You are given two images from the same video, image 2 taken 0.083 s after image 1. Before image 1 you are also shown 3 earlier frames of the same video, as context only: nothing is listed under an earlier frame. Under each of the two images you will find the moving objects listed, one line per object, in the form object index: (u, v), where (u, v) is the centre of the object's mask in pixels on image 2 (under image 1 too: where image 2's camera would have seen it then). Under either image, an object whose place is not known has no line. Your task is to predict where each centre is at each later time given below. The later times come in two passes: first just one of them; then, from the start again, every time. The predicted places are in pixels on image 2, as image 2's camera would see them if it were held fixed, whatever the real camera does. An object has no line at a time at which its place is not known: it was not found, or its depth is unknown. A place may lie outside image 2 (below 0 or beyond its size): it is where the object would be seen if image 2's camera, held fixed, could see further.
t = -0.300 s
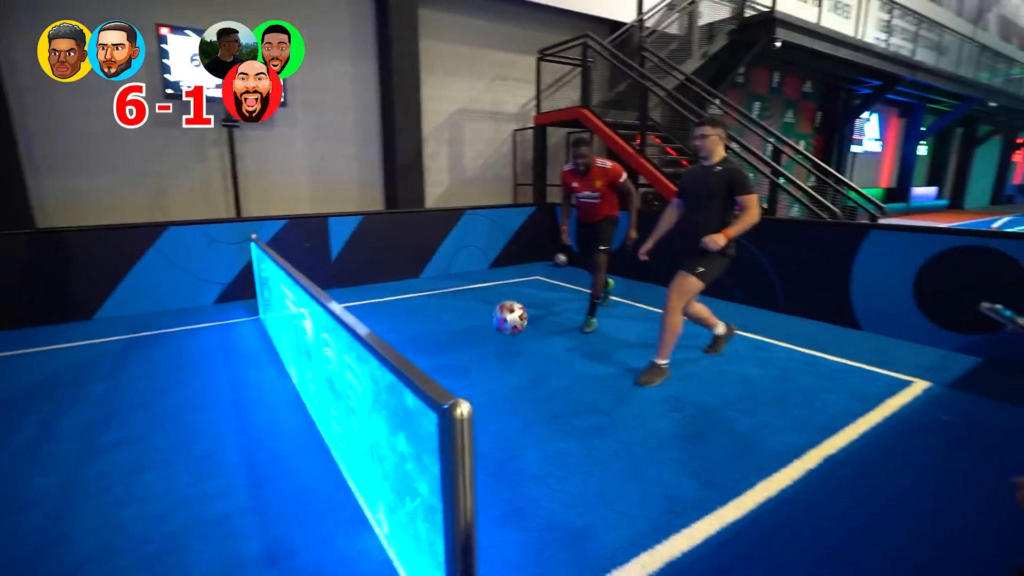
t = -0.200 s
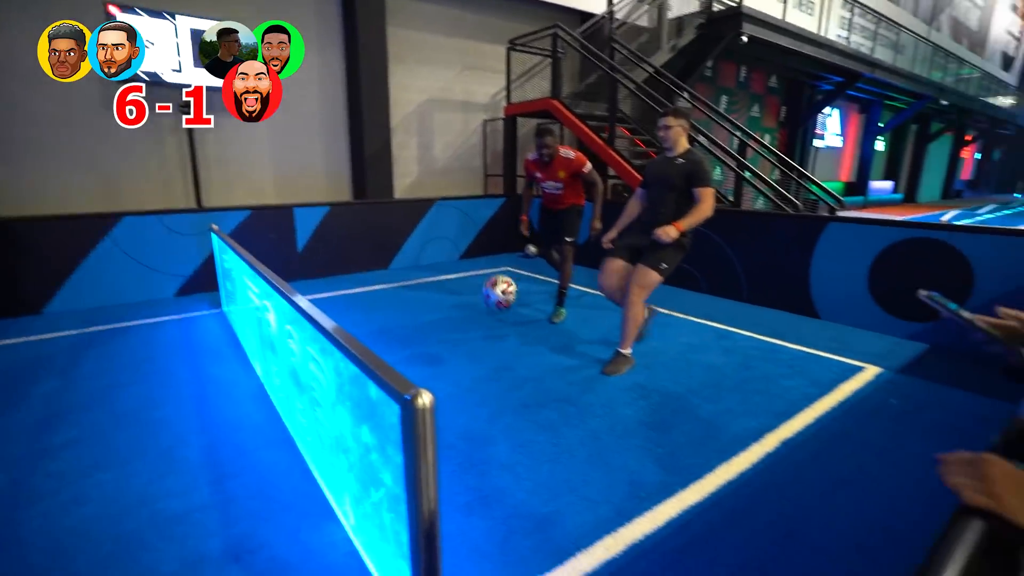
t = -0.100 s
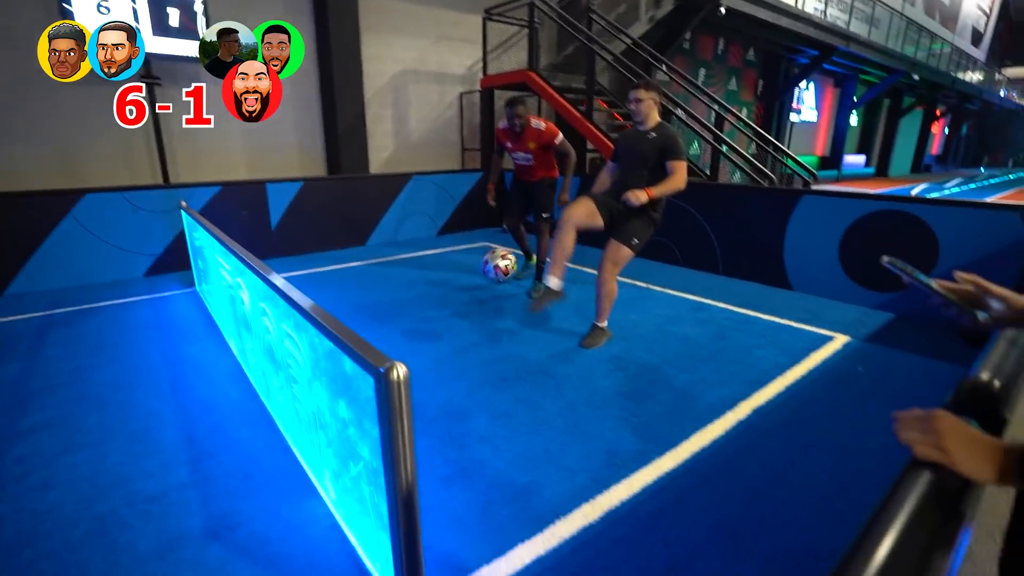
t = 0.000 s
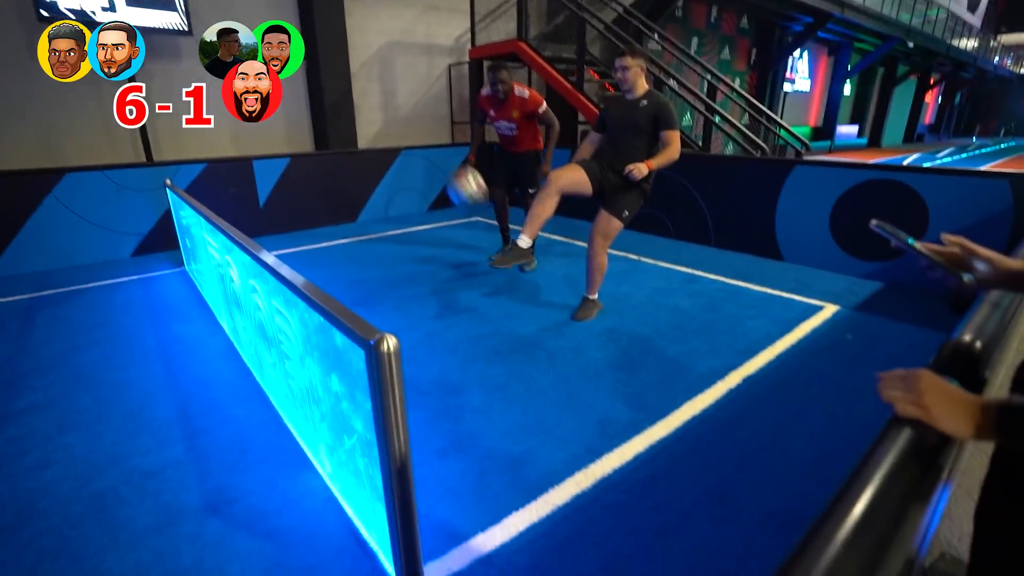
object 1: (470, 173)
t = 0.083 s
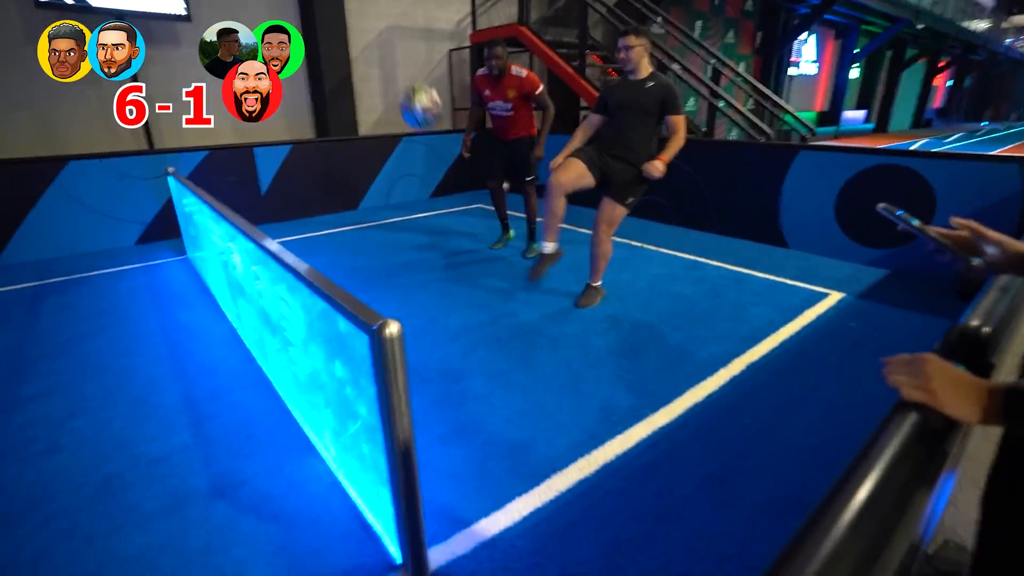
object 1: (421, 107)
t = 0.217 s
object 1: (335, 8)
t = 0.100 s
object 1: (411, 94)
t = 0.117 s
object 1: (401, 81)
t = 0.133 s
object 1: (391, 67)
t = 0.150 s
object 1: (380, 54)
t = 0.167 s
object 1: (369, 43)
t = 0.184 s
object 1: (358, 32)
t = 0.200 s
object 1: (346, 20)
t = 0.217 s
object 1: (335, 8)
